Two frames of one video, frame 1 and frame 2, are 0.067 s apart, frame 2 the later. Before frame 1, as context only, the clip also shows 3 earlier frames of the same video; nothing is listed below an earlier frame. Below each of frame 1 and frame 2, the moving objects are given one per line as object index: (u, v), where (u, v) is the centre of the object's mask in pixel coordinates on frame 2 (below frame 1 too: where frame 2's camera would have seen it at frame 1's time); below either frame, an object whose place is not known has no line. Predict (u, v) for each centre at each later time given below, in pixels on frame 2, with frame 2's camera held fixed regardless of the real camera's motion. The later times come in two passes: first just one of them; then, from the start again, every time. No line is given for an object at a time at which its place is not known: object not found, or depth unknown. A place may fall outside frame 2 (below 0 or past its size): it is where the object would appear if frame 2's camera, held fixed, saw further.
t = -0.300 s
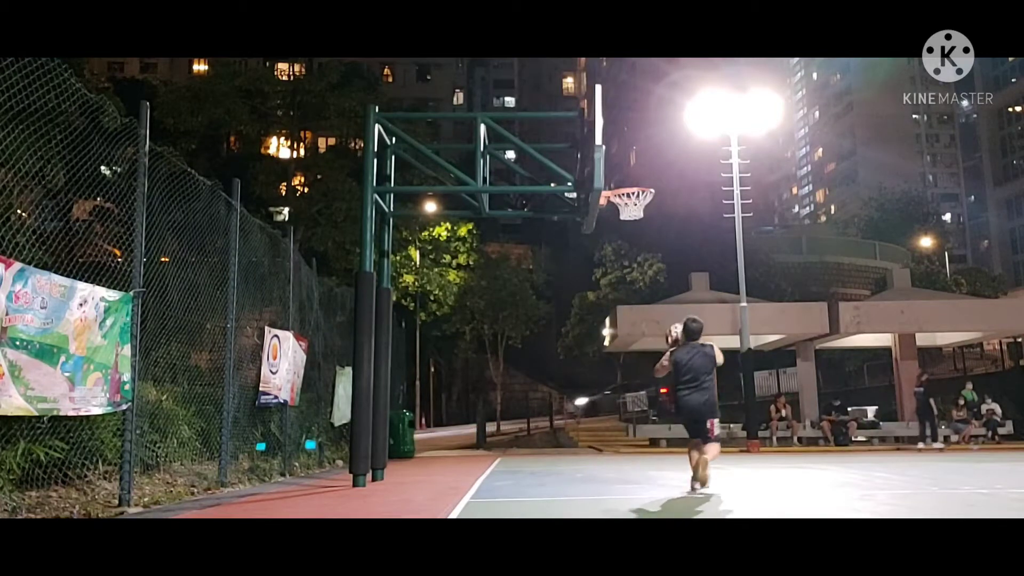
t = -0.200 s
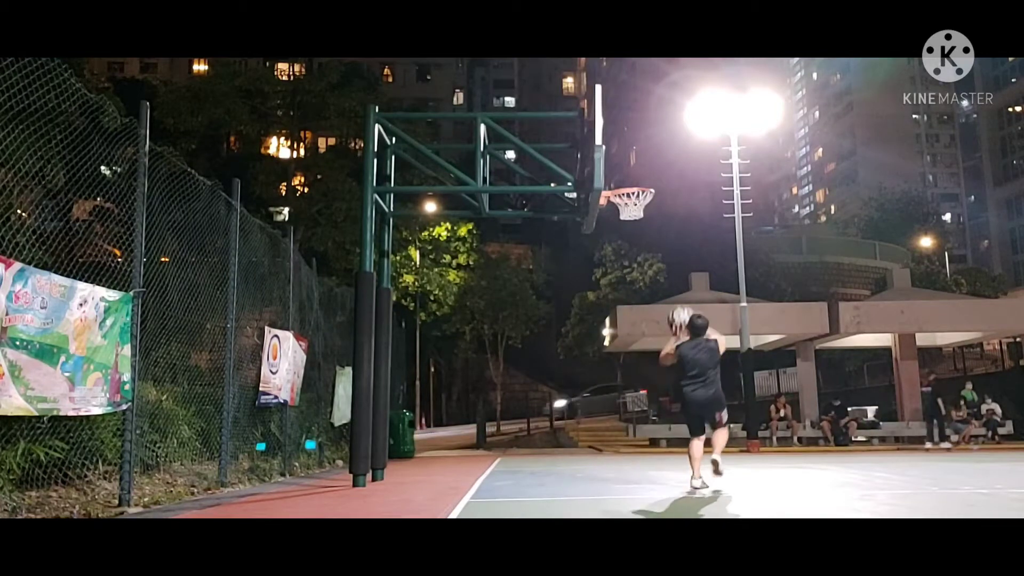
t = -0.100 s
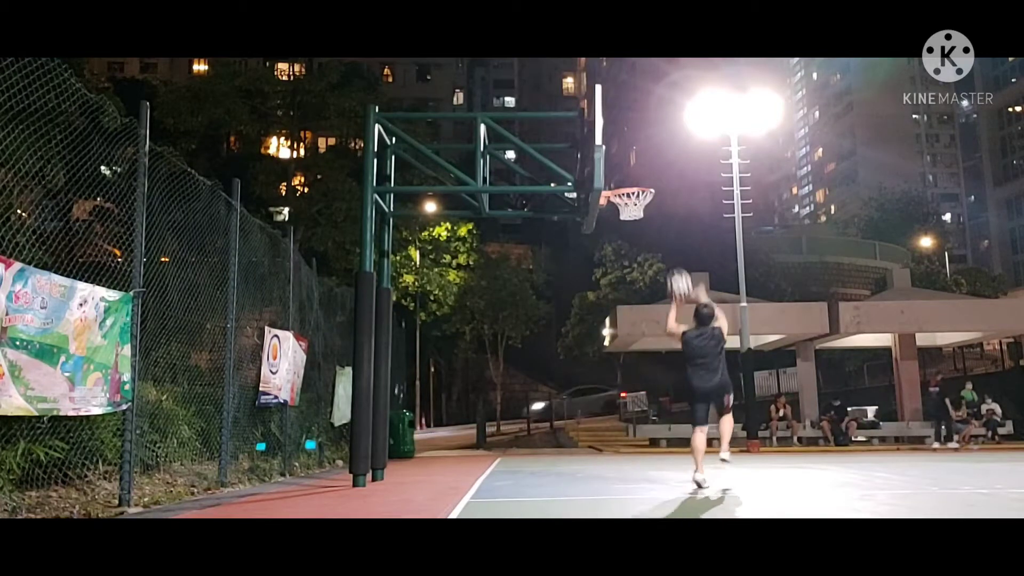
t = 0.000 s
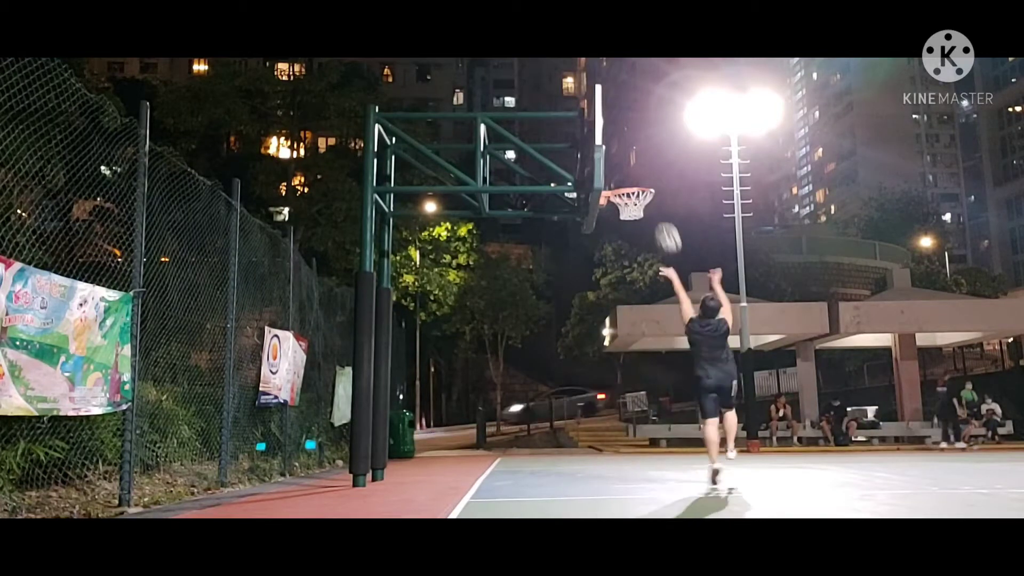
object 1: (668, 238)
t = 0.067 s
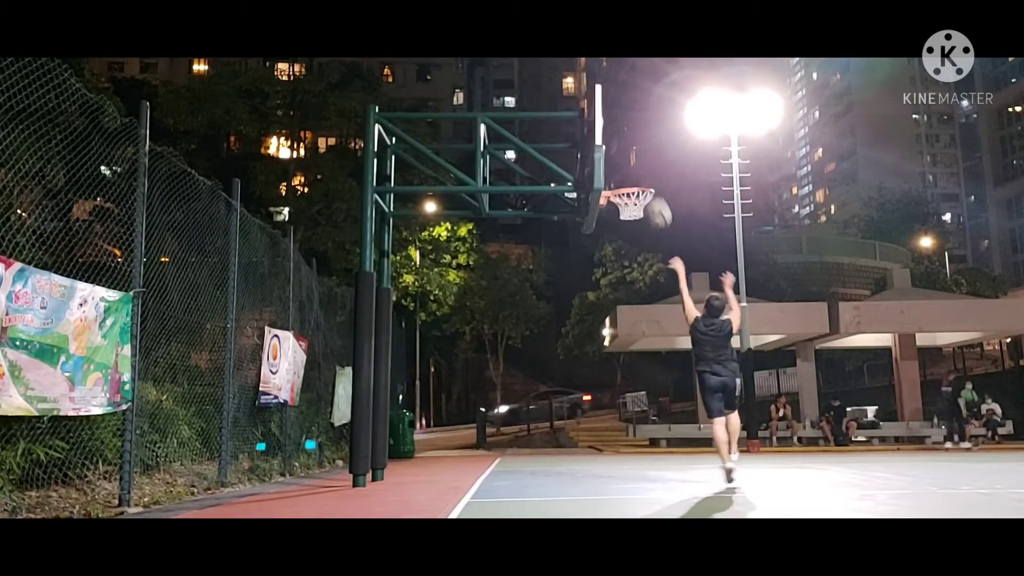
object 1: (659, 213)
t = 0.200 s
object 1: (642, 176)
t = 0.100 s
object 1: (655, 202)
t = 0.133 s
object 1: (651, 192)
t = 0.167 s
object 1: (646, 183)
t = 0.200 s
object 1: (642, 176)
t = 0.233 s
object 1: (638, 170)
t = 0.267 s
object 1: (633, 165)
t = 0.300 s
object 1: (629, 162)
